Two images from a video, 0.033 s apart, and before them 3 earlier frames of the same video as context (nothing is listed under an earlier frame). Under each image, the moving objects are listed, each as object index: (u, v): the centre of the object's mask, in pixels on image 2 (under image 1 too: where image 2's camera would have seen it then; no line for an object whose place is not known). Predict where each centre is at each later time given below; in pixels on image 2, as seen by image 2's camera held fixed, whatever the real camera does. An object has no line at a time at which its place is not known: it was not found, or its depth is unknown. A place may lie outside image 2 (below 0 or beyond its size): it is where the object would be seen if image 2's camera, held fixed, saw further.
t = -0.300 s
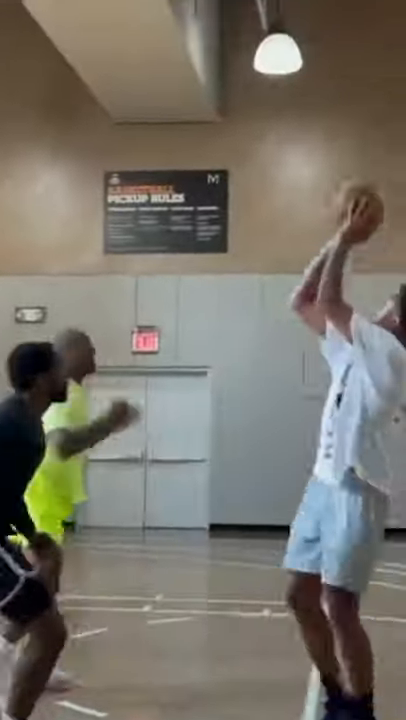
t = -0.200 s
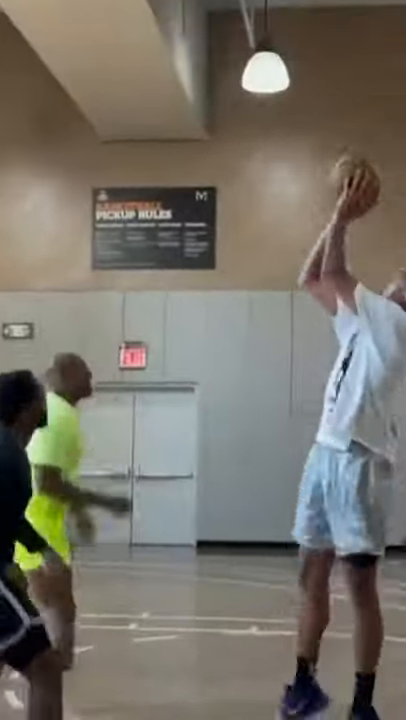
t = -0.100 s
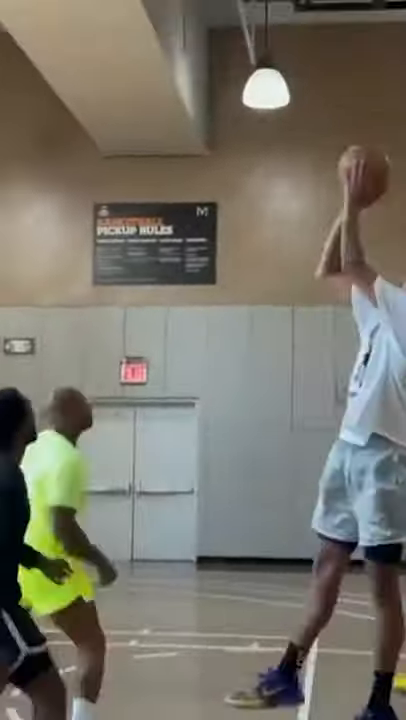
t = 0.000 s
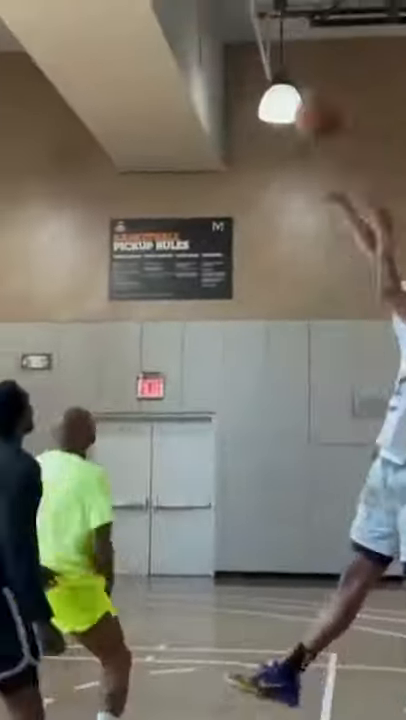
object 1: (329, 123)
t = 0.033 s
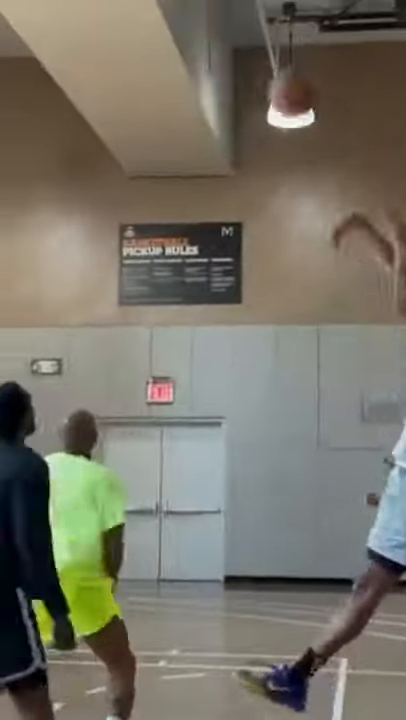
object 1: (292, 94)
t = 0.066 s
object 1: (259, 75)
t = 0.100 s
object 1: (232, 58)
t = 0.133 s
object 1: (204, 43)
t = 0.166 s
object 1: (182, 29)
